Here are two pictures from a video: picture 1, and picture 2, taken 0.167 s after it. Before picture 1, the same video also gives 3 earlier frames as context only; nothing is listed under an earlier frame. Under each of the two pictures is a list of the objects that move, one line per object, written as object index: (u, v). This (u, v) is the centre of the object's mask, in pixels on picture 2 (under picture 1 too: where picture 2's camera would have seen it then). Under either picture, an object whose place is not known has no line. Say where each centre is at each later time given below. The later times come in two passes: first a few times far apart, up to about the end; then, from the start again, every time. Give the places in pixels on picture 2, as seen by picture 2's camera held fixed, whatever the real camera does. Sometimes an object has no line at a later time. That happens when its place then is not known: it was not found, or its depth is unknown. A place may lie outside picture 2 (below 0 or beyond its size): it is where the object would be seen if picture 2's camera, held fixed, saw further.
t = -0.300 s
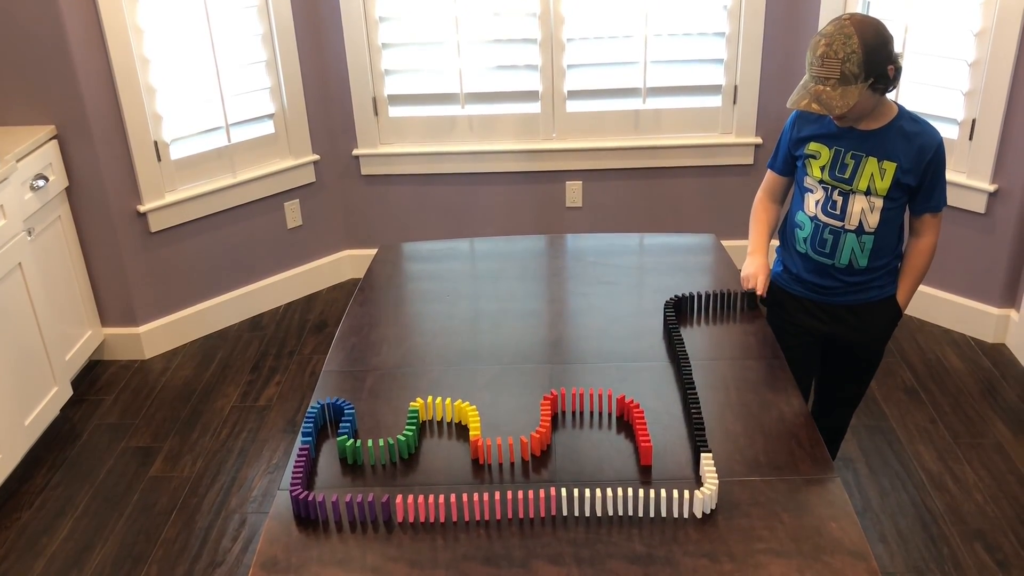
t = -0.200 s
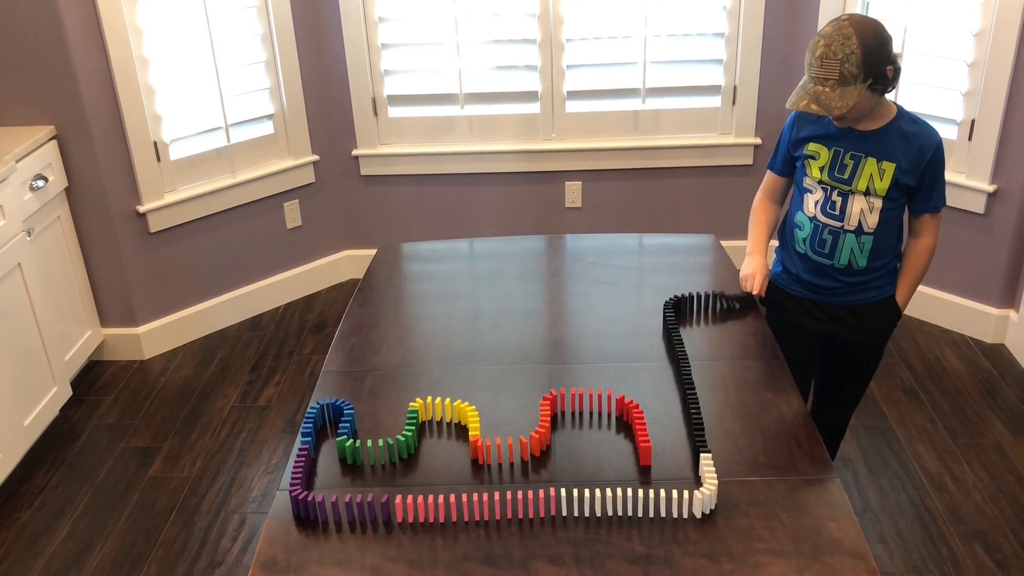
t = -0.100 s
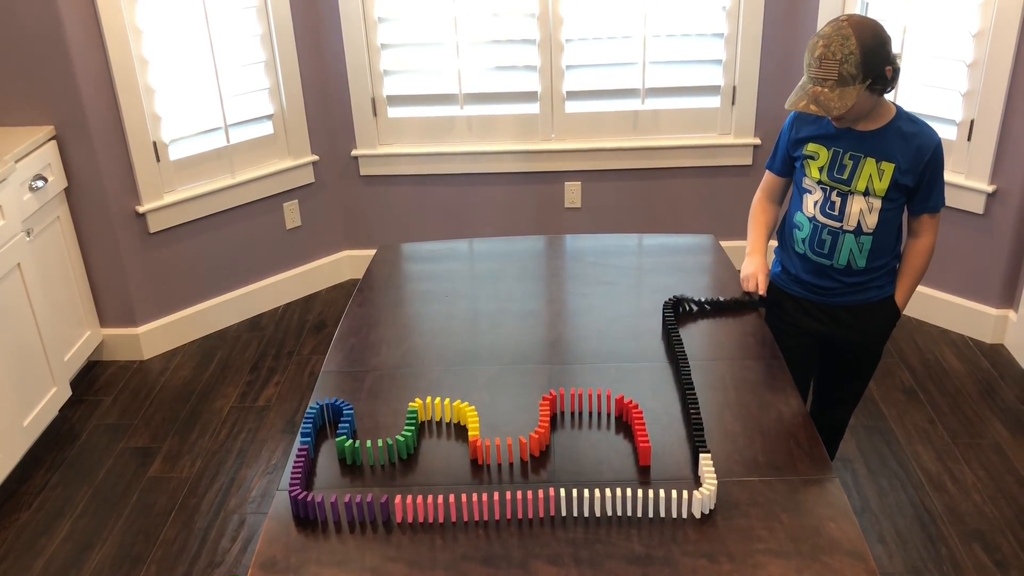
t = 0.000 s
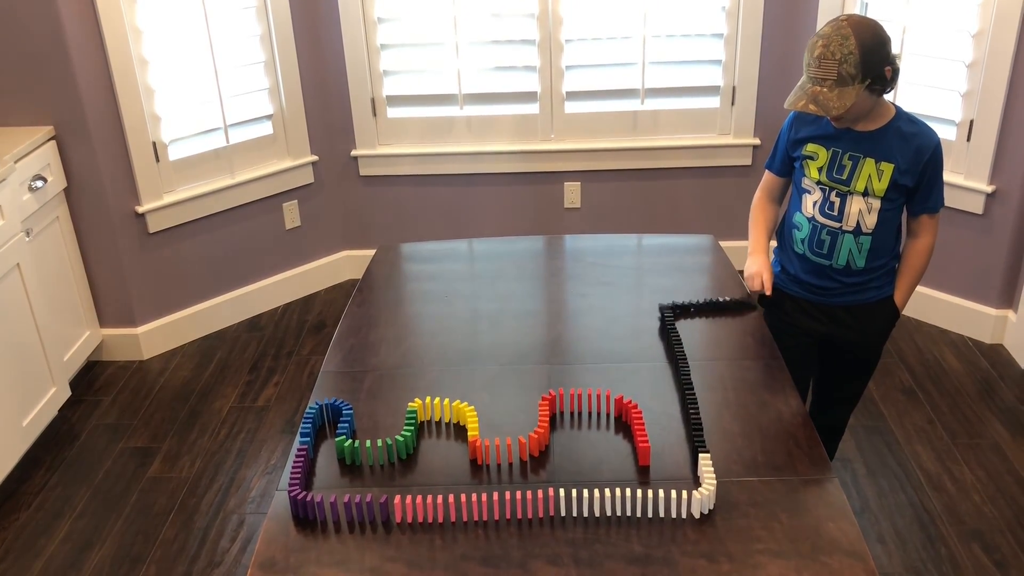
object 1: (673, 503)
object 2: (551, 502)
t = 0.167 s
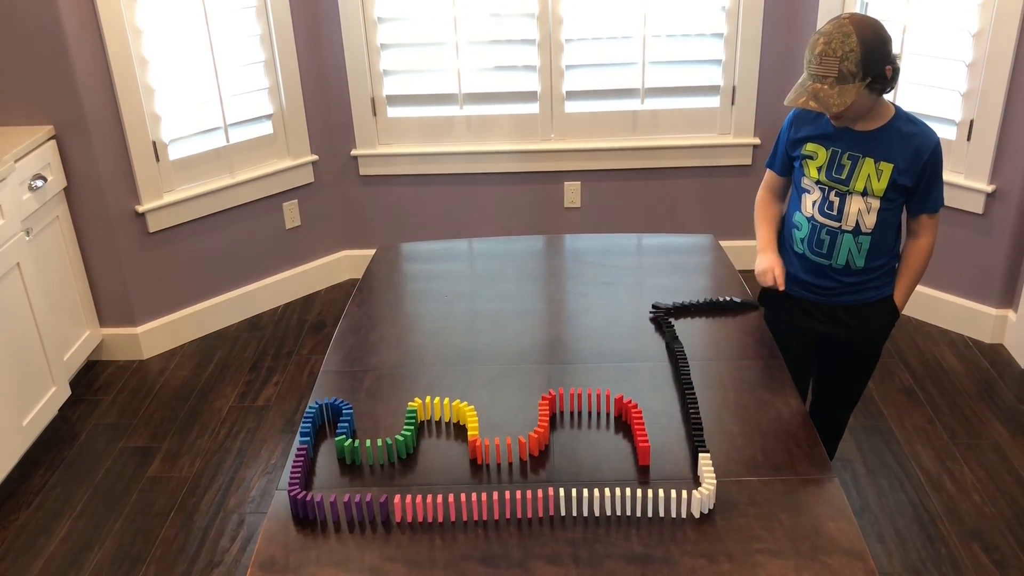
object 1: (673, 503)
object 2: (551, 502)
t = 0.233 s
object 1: (673, 503)
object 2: (551, 502)
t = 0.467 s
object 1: (674, 504)
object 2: (551, 502)
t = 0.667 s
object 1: (673, 503)
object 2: (551, 502)
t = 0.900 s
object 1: (667, 506)
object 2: (551, 502)
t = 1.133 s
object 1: (670, 508)
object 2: (534, 501)
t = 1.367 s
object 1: (671, 508)
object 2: (535, 503)
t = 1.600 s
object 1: (670, 508)
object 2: (535, 503)
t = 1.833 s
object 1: (670, 508)
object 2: (535, 503)
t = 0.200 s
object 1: (673, 503)
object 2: (551, 502)
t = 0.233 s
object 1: (673, 503)
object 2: (551, 502)
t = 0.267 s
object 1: (673, 503)
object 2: (551, 502)
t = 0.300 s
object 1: (673, 503)
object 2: (551, 502)
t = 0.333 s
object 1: (673, 503)
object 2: (551, 502)
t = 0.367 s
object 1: (673, 503)
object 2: (551, 502)
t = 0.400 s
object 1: (673, 503)
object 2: (551, 502)
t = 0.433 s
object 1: (673, 503)
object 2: (551, 502)
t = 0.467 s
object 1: (674, 504)
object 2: (551, 502)
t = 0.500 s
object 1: (673, 503)
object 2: (551, 501)
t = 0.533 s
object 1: (673, 503)
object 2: (551, 502)
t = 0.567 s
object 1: (673, 503)
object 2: (551, 502)
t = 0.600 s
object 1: (673, 503)
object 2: (551, 502)
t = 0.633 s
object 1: (673, 503)
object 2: (551, 502)
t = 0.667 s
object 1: (673, 503)
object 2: (551, 502)
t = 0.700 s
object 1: (672, 503)
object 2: (551, 502)
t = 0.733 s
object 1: (671, 504)
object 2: (551, 502)
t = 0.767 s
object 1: (669, 504)
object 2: (551, 502)
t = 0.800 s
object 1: (669, 502)
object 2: (551, 502)
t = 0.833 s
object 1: (670, 504)
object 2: (551, 502)
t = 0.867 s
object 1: (665, 504)
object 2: (551, 502)
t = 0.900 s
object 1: (667, 506)
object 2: (551, 502)
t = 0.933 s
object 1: (667, 507)
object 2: (551, 502)
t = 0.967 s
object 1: (667, 507)
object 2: (551, 502)
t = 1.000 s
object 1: (669, 507)
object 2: (550, 502)
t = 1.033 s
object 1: (669, 507)
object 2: (549, 507)
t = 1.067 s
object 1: (669, 507)
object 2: (537, 497)
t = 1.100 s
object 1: (670, 508)
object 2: (535, 499)
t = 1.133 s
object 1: (670, 508)
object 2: (534, 501)
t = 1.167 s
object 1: (670, 508)
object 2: (534, 502)
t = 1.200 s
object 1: (670, 508)
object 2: (534, 503)
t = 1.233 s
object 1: (670, 508)
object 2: (535, 503)
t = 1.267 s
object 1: (671, 507)
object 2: (535, 503)
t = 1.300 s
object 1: (671, 508)
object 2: (535, 503)
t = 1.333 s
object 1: (671, 508)
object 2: (535, 503)
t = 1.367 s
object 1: (671, 508)
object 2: (535, 503)
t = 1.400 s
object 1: (670, 508)
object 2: (535, 503)
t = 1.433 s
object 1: (670, 508)
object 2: (535, 503)
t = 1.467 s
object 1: (670, 508)
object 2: (535, 503)
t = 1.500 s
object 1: (670, 508)
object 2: (535, 503)
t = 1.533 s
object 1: (670, 508)
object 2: (535, 503)
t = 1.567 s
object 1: (670, 508)
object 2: (535, 503)
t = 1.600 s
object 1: (670, 508)
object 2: (535, 503)
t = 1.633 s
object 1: (670, 508)
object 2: (535, 503)
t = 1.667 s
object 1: (670, 508)
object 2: (535, 503)
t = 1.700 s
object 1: (670, 508)
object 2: (535, 503)
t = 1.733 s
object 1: (670, 508)
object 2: (535, 503)
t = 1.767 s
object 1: (670, 508)
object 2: (535, 503)
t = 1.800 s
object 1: (670, 508)
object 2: (535, 503)
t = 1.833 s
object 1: (670, 508)
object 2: (535, 503)
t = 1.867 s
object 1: (670, 508)
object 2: (535, 503)
